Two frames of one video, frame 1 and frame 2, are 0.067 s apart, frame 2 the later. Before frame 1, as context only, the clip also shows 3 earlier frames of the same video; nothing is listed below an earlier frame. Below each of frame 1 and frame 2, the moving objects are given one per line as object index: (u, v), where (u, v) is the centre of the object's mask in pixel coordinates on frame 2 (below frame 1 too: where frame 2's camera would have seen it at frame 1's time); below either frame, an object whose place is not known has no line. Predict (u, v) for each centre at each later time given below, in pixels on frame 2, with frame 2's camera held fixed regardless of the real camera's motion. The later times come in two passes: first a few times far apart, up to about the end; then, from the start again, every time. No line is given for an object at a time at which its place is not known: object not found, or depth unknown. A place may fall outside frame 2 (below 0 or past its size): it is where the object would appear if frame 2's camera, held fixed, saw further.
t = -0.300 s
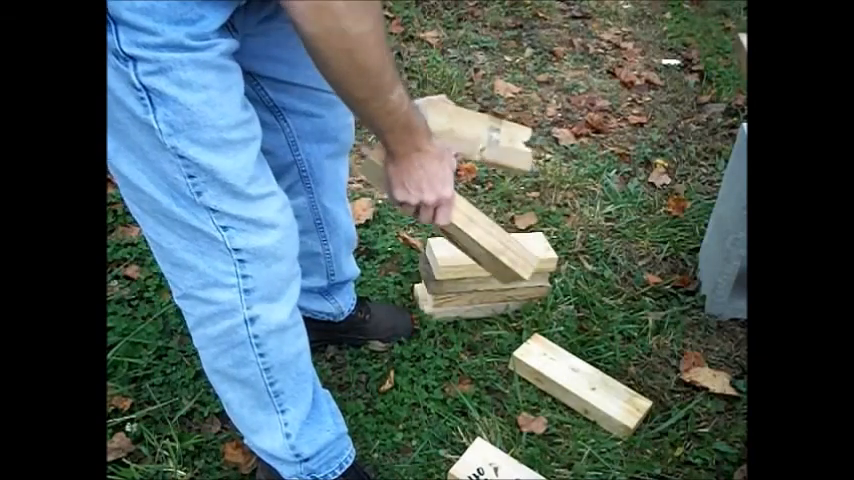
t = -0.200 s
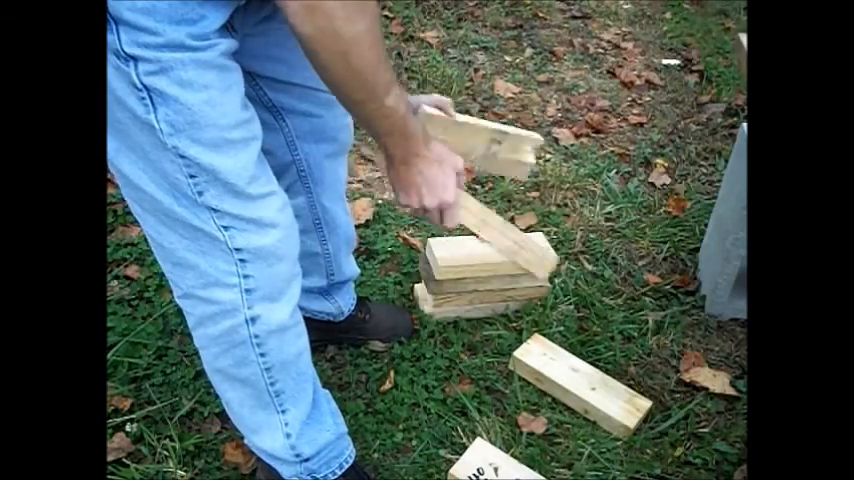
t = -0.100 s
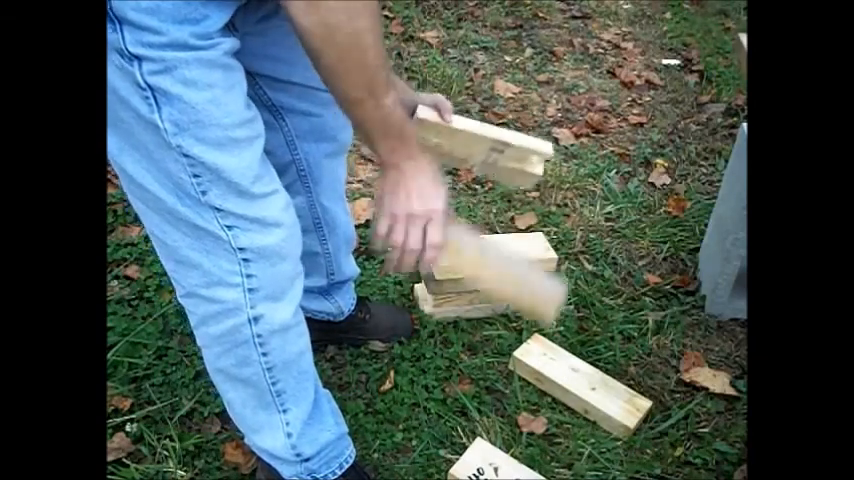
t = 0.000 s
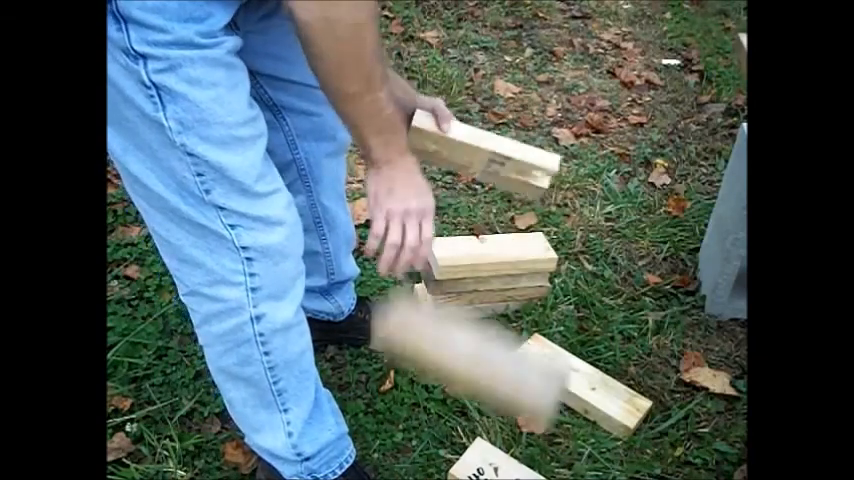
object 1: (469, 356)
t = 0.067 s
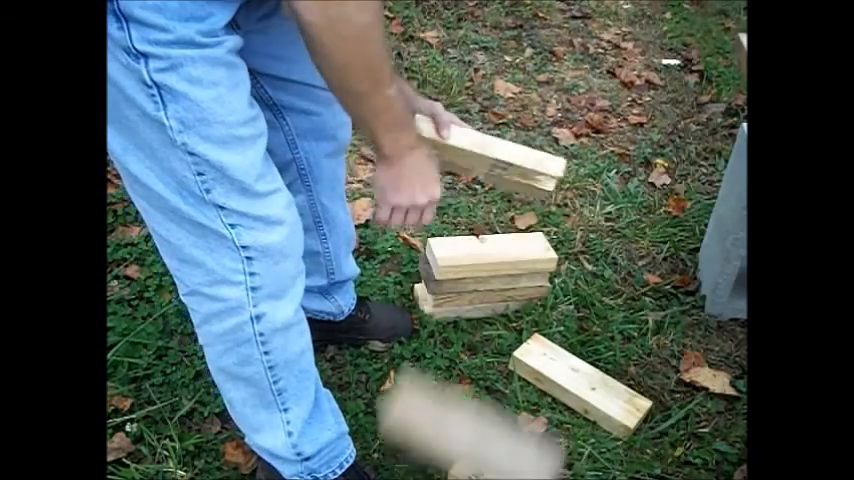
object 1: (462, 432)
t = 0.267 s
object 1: (418, 458)
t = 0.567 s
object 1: (422, 458)
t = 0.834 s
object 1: (421, 458)
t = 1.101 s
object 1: (421, 459)
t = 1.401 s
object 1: (421, 458)
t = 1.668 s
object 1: (421, 459)
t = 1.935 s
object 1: (421, 459)
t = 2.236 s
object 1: (421, 459)
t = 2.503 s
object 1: (421, 459)
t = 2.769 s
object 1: (421, 459)
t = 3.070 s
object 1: (421, 459)
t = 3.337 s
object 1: (421, 459)
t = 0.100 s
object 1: (435, 455)
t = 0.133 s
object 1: (430, 454)
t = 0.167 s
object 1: (429, 452)
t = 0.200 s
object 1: (428, 452)
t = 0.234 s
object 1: (425, 455)
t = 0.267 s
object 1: (418, 458)
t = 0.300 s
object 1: (409, 460)
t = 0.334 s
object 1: (409, 460)
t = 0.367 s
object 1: (410, 460)
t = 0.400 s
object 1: (411, 459)
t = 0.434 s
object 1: (414, 458)
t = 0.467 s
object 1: (417, 457)
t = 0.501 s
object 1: (420, 457)
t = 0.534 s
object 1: (421, 457)
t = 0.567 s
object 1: (422, 458)
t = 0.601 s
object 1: (422, 458)
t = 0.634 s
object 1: (422, 458)
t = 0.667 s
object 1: (424, 458)
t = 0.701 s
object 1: (425, 458)
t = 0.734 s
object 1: (424, 458)
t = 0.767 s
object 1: (423, 458)
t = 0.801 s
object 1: (422, 458)
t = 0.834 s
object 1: (421, 458)
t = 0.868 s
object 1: (421, 458)
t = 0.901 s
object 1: (421, 459)
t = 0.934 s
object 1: (421, 459)
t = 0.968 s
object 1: (421, 458)
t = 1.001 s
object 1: (421, 459)
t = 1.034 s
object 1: (421, 459)
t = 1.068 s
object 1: (421, 459)
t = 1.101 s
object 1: (421, 459)
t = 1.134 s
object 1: (421, 459)
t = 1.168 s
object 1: (421, 459)
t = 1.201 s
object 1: (421, 459)
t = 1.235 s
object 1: (421, 459)
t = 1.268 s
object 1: (421, 459)
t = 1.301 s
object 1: (421, 459)
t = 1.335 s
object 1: (421, 459)
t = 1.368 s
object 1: (421, 458)
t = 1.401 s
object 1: (421, 458)
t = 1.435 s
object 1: (421, 459)
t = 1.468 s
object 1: (421, 459)
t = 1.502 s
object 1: (421, 459)
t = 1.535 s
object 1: (421, 459)
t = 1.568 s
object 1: (421, 459)
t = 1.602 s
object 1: (421, 459)
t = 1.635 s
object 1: (421, 459)
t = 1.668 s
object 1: (421, 459)
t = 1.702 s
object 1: (421, 459)
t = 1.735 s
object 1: (421, 459)
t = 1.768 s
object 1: (421, 459)
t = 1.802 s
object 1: (421, 458)
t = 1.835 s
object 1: (421, 459)
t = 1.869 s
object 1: (421, 458)
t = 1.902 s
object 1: (421, 459)
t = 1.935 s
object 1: (421, 459)
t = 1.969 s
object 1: (421, 459)
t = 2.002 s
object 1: (421, 458)
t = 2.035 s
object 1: (421, 459)
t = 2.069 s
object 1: (421, 459)
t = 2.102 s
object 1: (421, 459)
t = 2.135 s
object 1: (421, 458)
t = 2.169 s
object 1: (421, 459)
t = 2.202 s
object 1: (421, 458)
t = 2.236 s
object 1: (421, 459)
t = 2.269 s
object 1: (421, 459)
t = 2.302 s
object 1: (421, 459)
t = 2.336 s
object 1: (421, 458)
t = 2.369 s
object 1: (421, 459)
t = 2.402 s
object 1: (421, 459)
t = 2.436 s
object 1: (421, 458)
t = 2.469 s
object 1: (421, 459)
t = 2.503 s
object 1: (421, 459)
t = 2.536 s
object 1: (421, 459)
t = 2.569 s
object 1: (421, 459)
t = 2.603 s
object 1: (421, 459)
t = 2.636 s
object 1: (421, 459)
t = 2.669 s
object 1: (421, 459)
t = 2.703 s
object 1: (421, 459)
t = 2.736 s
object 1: (421, 459)
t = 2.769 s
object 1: (421, 459)
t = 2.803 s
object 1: (421, 459)
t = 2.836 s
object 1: (421, 459)
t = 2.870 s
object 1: (421, 458)
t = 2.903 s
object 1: (421, 459)
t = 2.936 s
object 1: (421, 459)
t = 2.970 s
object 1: (421, 459)
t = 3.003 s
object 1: (421, 458)
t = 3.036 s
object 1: (421, 459)
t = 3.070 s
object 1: (421, 459)
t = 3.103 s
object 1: (421, 459)
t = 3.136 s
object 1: (421, 459)
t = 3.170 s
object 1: (421, 459)
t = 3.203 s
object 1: (420, 459)
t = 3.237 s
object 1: (420, 459)
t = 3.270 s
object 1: (421, 459)
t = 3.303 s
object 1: (420, 459)
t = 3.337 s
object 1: (421, 459)
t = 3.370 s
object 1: (420, 459)
